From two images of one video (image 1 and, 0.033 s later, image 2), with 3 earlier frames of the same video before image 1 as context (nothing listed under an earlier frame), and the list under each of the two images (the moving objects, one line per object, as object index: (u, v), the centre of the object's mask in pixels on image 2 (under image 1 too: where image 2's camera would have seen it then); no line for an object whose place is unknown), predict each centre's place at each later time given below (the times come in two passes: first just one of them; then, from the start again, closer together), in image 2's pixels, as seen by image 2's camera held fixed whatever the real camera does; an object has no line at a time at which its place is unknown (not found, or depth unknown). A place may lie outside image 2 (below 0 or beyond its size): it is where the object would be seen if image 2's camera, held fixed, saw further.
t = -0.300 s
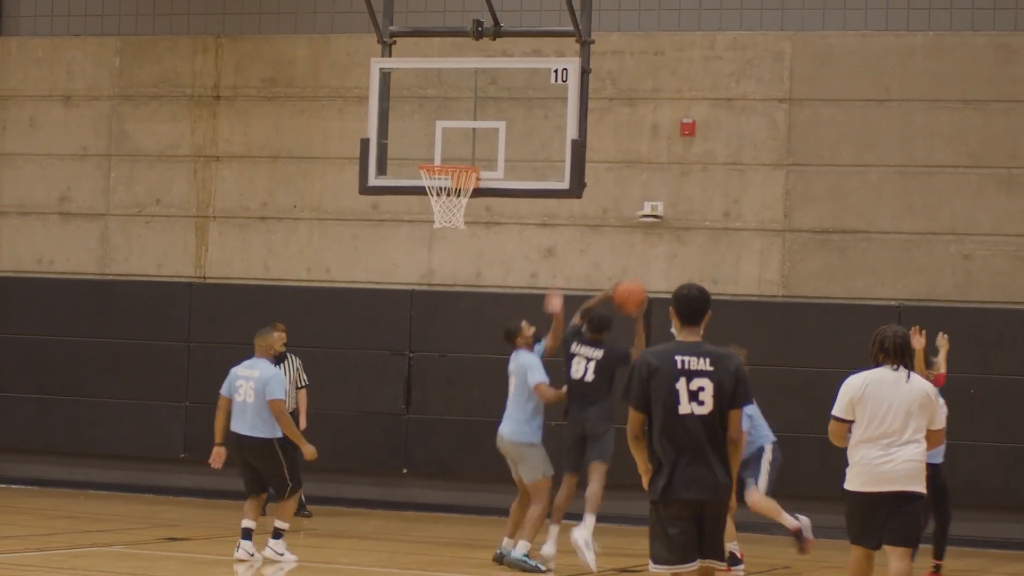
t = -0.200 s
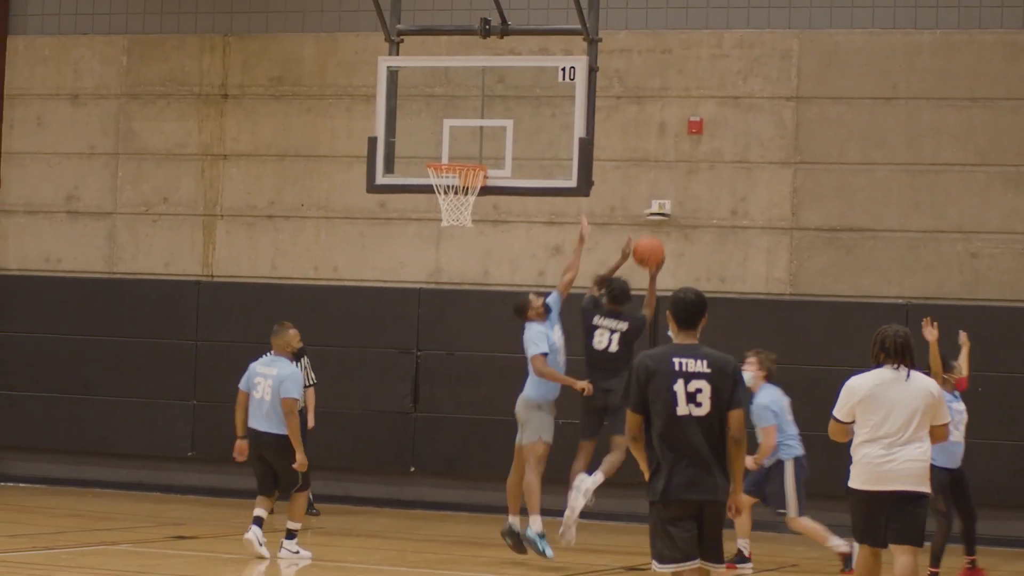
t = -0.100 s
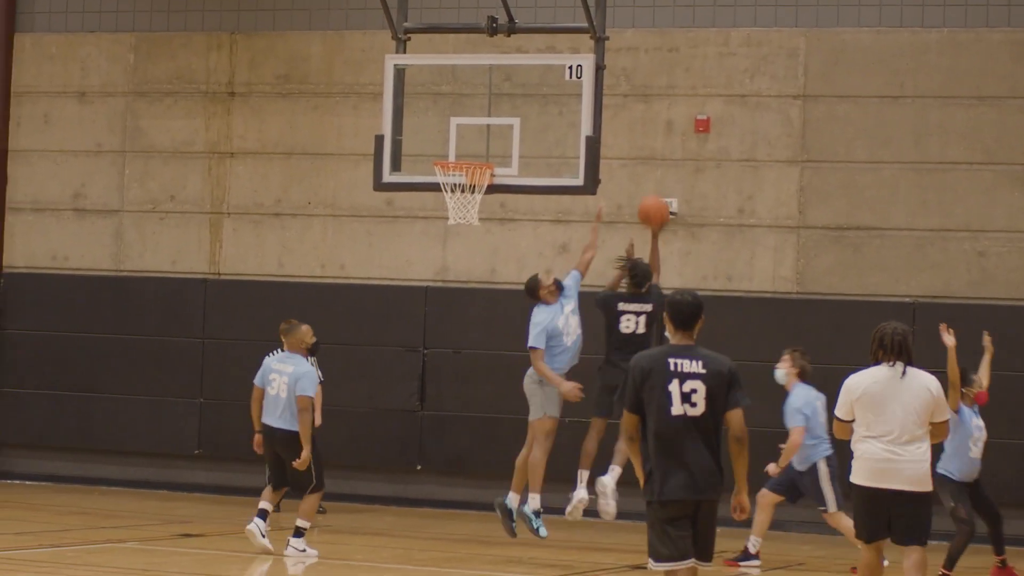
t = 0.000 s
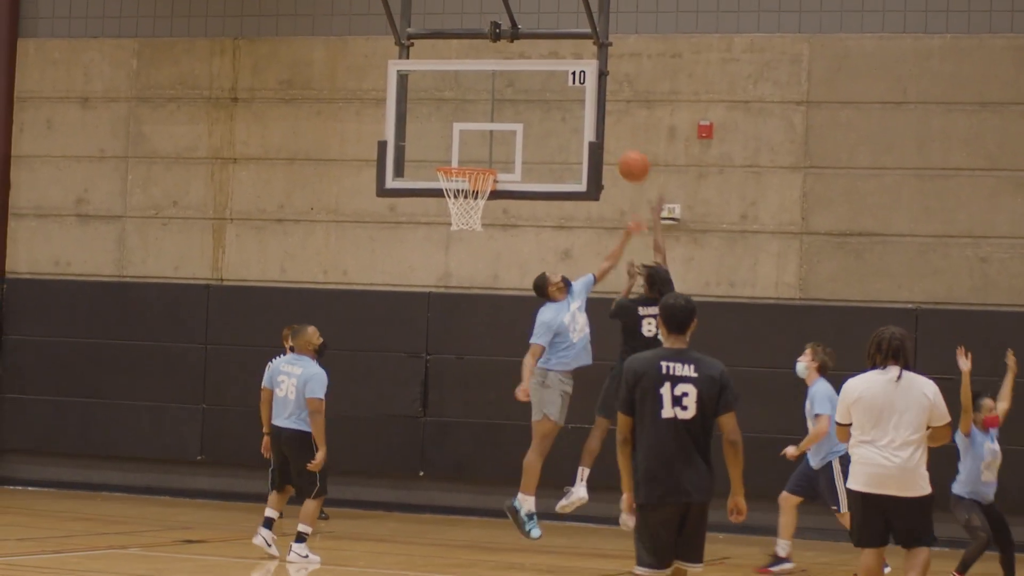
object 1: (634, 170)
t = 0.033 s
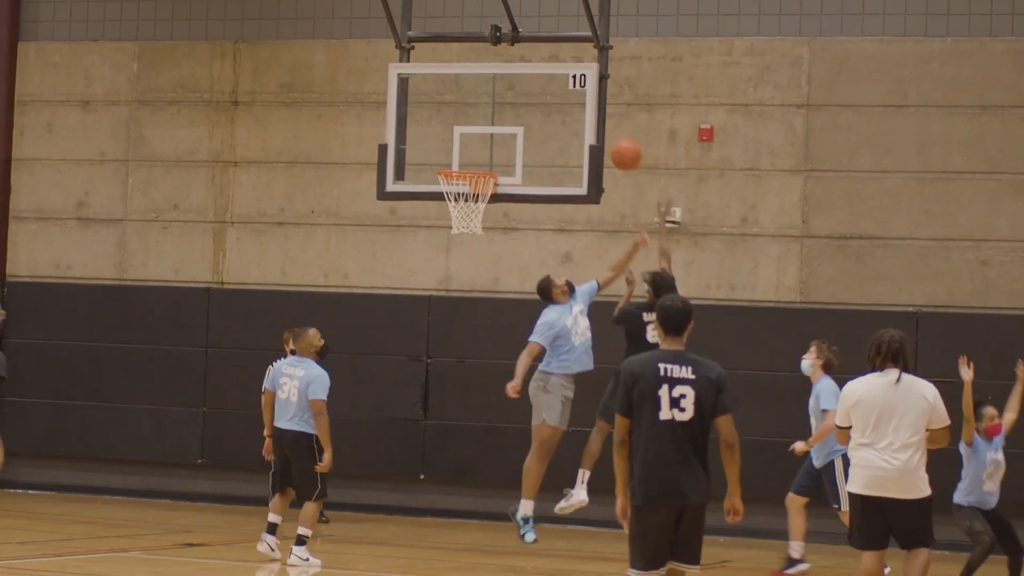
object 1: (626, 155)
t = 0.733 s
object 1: (453, 158)
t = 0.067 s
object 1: (617, 141)
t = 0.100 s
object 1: (609, 129)
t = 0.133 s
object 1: (601, 119)
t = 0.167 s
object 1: (592, 110)
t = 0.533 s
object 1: (500, 110)
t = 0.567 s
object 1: (492, 118)
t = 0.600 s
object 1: (485, 124)
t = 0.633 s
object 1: (477, 131)
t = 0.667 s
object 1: (469, 139)
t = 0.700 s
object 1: (461, 148)
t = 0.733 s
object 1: (453, 158)
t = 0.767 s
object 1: (452, 156)
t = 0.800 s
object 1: (452, 149)
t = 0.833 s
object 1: (453, 143)
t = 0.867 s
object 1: (454, 139)
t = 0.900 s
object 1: (454, 135)
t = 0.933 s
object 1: (454, 134)
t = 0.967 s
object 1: (454, 133)
